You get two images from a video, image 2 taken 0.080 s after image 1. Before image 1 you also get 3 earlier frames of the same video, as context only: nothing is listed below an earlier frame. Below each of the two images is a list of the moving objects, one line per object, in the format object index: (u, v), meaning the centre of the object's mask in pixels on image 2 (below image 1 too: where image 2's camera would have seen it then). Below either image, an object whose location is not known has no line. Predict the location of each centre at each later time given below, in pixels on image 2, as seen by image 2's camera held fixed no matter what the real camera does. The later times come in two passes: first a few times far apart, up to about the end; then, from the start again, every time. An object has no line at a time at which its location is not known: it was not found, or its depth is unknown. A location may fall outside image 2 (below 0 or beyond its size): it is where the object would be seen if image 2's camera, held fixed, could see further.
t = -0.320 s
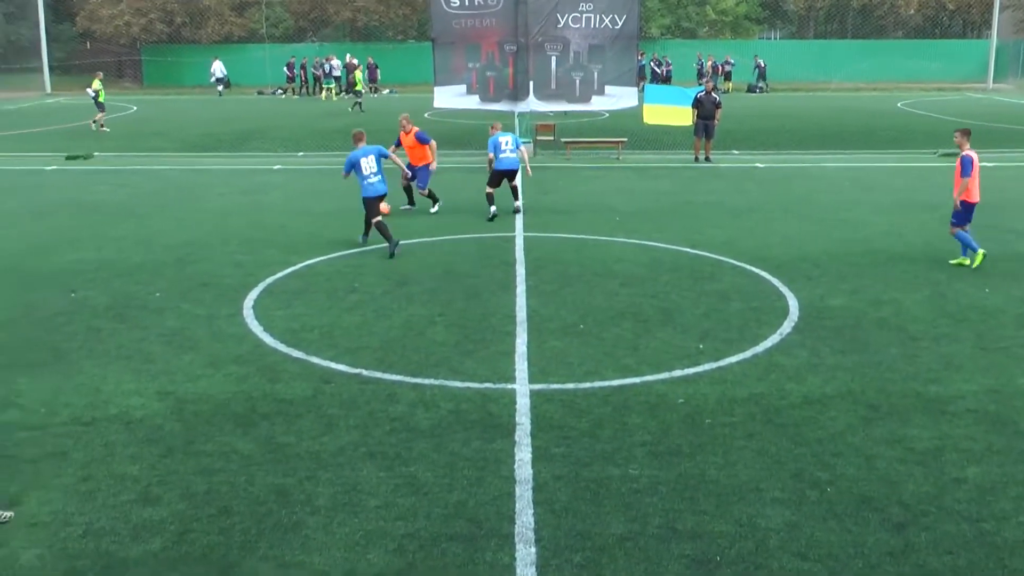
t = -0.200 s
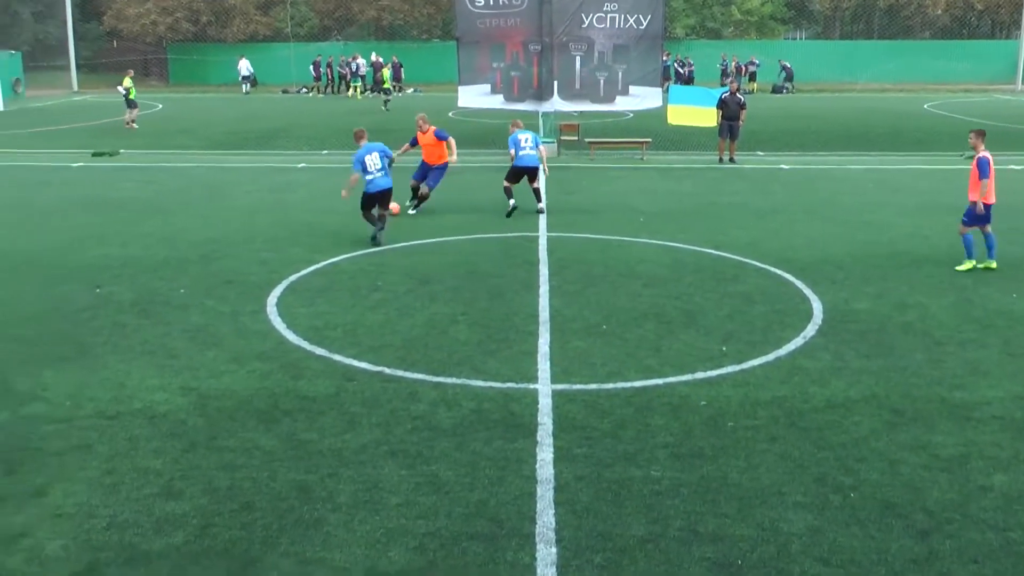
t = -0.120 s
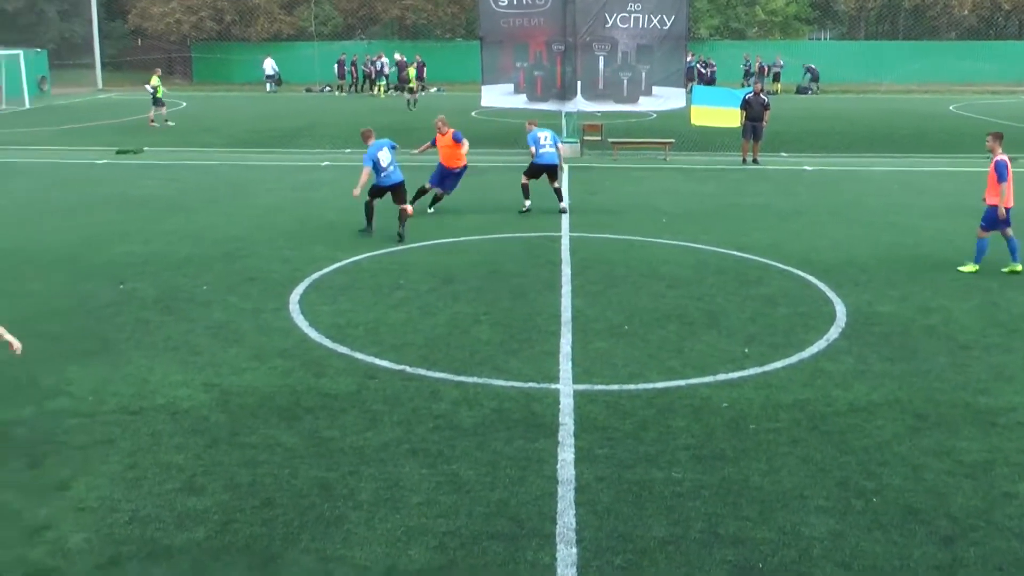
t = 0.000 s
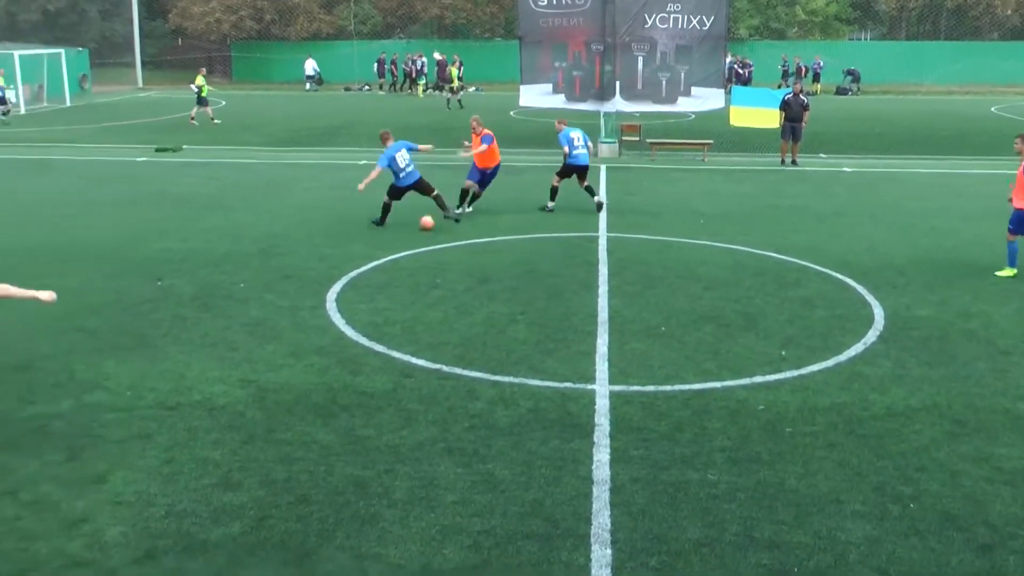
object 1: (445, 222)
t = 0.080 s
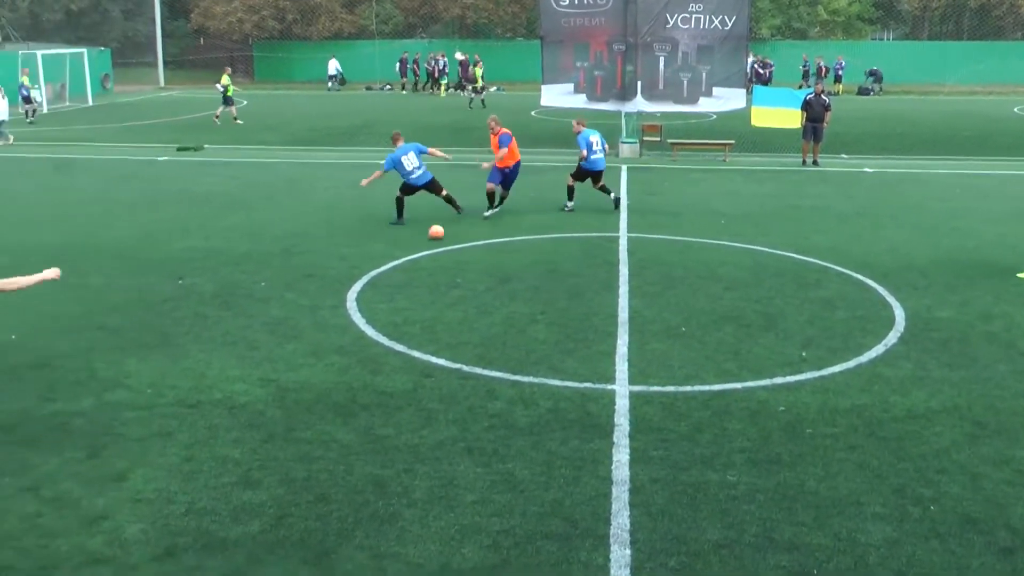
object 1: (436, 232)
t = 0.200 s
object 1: (420, 245)
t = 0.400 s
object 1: (388, 267)
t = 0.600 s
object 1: (352, 287)
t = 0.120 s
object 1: (431, 236)
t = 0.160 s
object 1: (426, 240)
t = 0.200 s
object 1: (420, 245)
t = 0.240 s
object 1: (414, 248)
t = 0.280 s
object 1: (408, 253)
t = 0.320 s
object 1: (401, 258)
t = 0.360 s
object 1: (395, 263)
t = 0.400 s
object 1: (388, 267)
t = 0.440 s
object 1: (382, 271)
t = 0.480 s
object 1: (374, 275)
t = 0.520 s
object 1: (367, 279)
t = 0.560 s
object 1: (360, 283)
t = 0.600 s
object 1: (352, 287)
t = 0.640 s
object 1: (345, 293)
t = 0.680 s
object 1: (337, 297)
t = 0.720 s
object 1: (330, 302)
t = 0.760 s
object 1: (322, 307)
